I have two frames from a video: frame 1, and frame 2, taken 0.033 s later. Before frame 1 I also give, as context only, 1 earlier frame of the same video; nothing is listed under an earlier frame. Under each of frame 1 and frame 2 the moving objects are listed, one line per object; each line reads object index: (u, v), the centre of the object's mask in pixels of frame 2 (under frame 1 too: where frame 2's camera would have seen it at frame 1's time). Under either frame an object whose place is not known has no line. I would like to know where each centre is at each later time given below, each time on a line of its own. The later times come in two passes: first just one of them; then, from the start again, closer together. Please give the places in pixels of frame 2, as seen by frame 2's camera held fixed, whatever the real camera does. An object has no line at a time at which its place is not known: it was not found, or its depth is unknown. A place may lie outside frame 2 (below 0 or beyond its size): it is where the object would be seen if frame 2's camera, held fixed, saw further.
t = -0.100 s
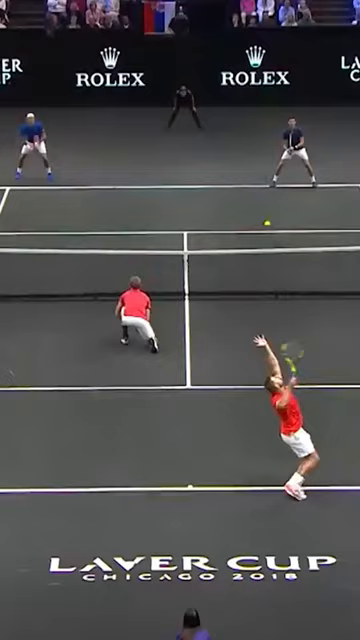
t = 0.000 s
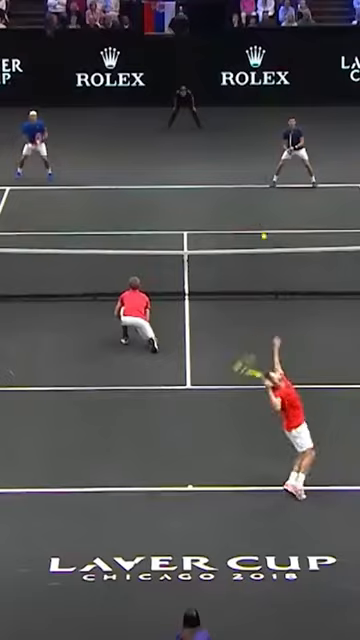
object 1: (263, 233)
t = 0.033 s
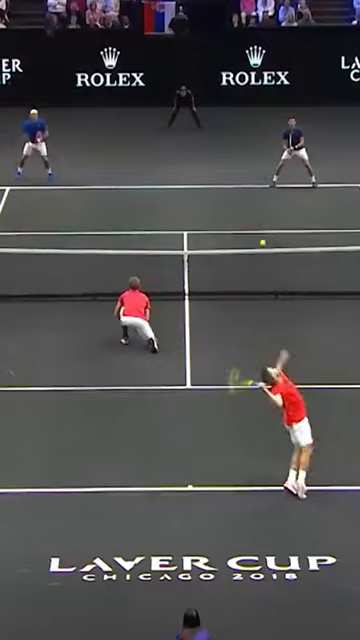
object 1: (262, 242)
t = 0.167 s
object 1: (258, 273)
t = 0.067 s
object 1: (261, 248)
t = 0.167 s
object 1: (258, 273)
